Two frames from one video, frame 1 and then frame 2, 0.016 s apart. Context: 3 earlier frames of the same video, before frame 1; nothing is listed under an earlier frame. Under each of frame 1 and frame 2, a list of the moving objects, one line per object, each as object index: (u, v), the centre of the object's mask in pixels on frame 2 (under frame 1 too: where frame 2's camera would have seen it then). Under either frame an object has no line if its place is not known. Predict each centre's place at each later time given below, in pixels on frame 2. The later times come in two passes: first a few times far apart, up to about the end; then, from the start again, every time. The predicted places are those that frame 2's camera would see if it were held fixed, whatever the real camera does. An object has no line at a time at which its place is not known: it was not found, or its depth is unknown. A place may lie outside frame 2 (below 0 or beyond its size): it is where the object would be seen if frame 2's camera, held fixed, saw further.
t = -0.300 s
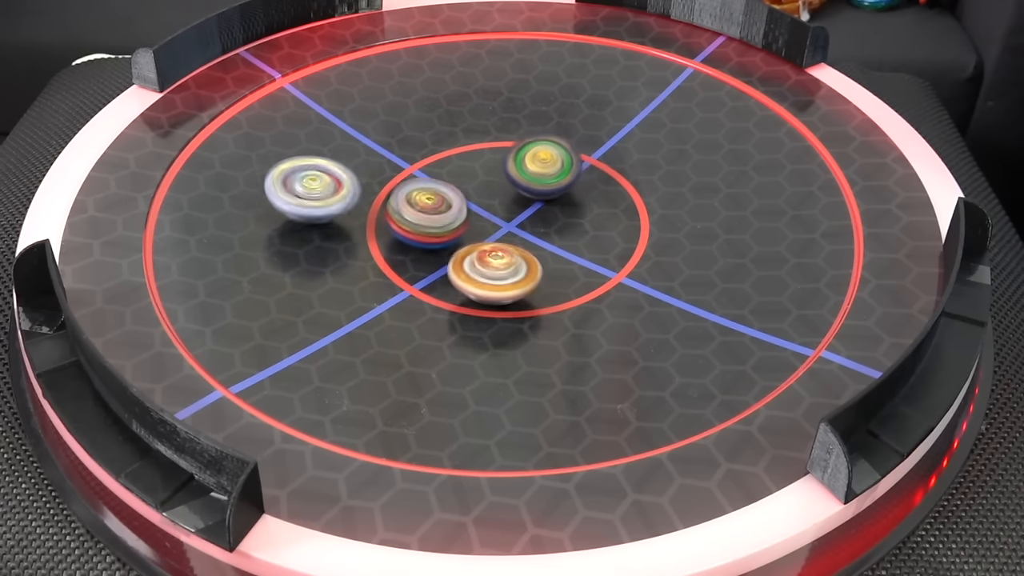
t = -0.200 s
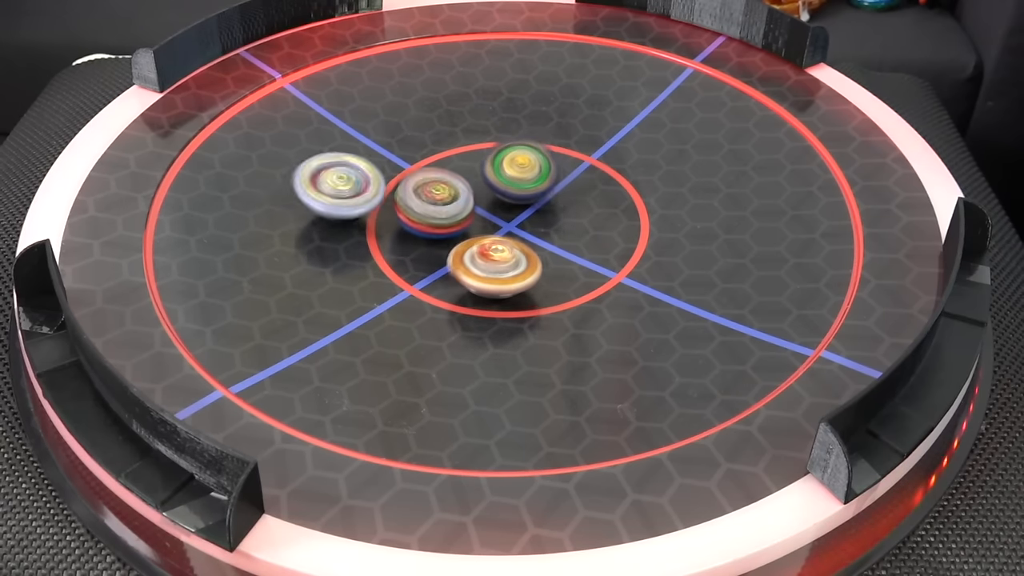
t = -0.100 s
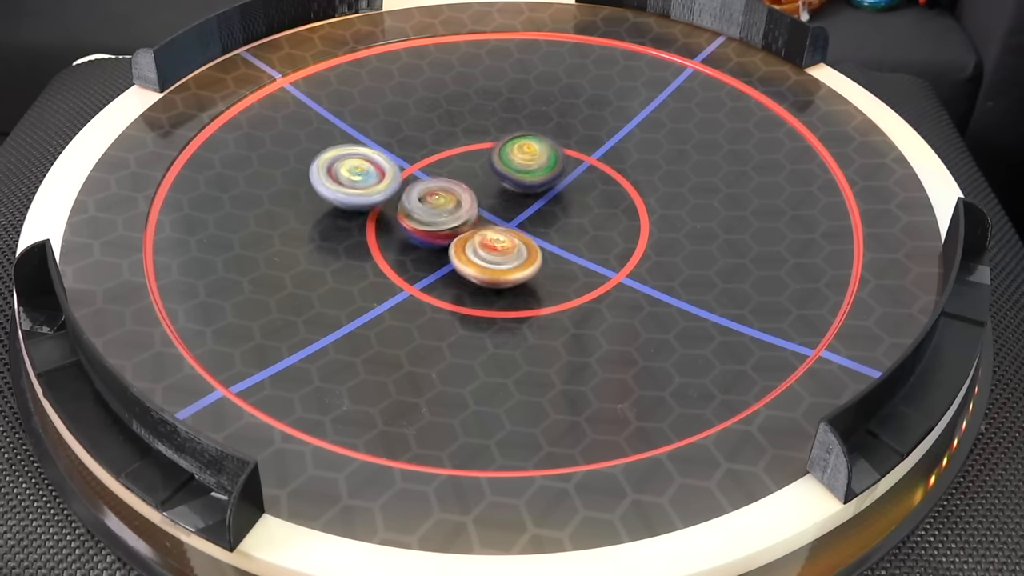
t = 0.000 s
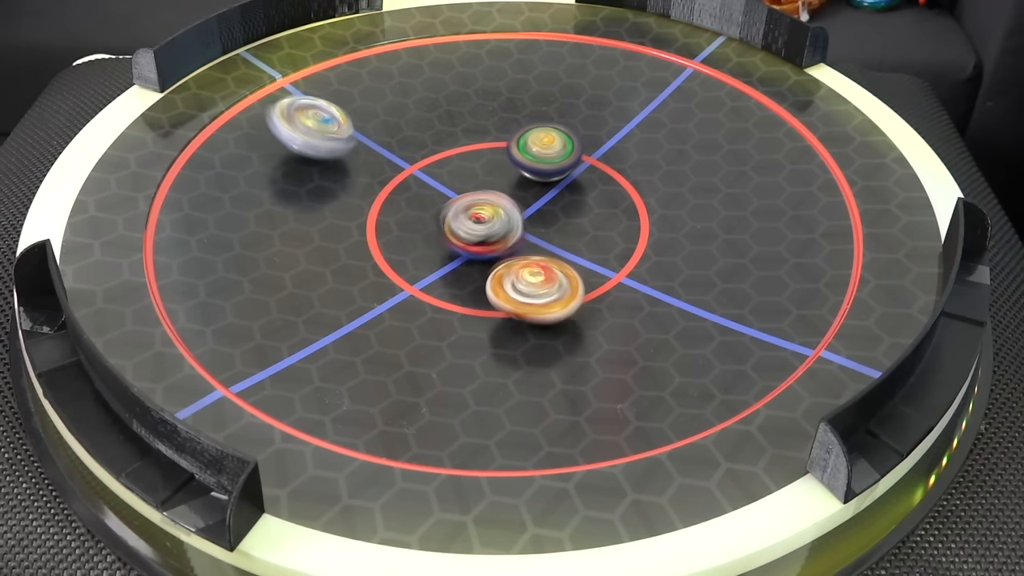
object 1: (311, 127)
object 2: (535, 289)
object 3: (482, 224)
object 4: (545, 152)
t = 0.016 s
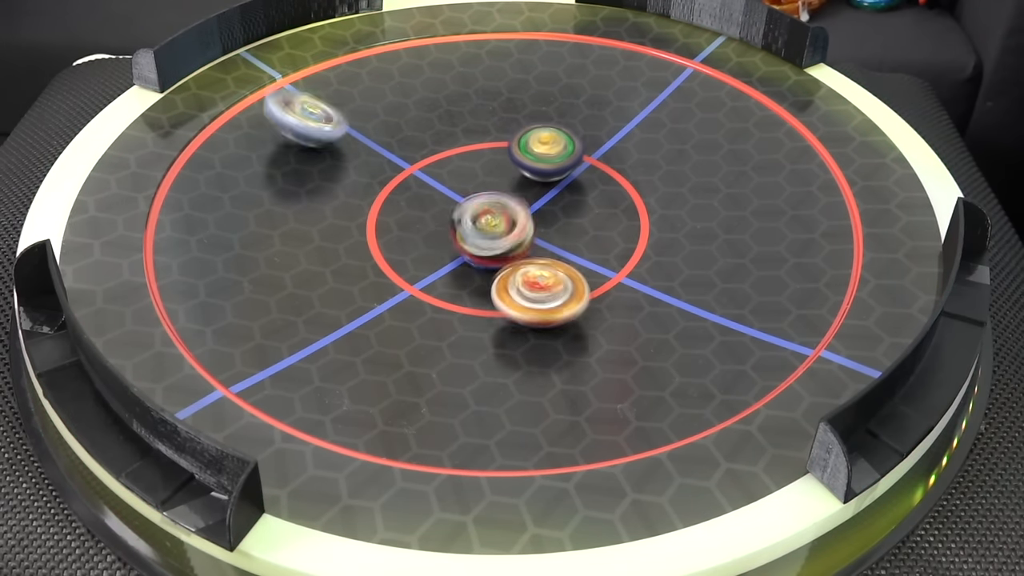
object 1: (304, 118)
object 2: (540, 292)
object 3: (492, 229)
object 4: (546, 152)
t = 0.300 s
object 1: (287, 64)
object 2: (576, 306)
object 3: (590, 237)
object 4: (540, 176)
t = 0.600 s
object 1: (344, 77)
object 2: (583, 304)
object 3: (621, 247)
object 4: (531, 206)
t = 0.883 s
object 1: (519, 130)
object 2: (563, 299)
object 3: (648, 228)
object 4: (527, 229)
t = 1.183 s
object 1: (763, 161)
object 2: (563, 290)
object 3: (644, 205)
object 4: (511, 204)
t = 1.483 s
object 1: (834, 150)
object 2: (565, 268)
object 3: (620, 186)
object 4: (513, 187)
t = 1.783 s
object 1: (744, 181)
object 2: (556, 224)
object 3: (596, 167)
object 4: (507, 179)
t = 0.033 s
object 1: (298, 111)
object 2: (545, 295)
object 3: (502, 231)
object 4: (546, 152)
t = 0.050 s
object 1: (292, 102)
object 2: (548, 297)
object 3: (513, 233)
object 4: (546, 153)
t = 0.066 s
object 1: (287, 96)
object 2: (552, 299)
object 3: (520, 235)
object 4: (546, 154)
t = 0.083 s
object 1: (283, 89)
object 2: (556, 300)
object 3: (529, 236)
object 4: (545, 155)
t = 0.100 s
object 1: (280, 85)
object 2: (557, 300)
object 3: (537, 237)
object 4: (545, 156)
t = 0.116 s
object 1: (278, 80)
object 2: (561, 300)
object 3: (544, 237)
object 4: (544, 157)
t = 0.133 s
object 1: (277, 77)
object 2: (562, 300)
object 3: (552, 238)
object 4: (544, 159)
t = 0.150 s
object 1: (277, 74)
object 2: (564, 300)
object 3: (558, 238)
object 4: (544, 160)
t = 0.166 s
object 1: (277, 72)
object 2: (565, 302)
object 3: (564, 238)
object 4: (544, 161)
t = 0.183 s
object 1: (278, 71)
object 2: (567, 303)
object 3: (568, 238)
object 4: (544, 163)
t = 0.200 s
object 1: (279, 70)
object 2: (569, 304)
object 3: (572, 238)
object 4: (543, 165)
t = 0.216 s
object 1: (280, 69)
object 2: (570, 305)
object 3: (577, 237)
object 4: (542, 167)
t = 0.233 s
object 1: (281, 67)
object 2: (572, 305)
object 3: (581, 237)
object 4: (542, 168)
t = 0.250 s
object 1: (282, 67)
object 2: (573, 305)
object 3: (583, 237)
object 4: (542, 170)
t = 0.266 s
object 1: (283, 66)
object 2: (574, 305)
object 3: (586, 237)
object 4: (542, 172)
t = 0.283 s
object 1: (285, 66)
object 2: (576, 306)
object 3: (588, 237)
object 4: (540, 173)
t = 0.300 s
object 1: (287, 64)
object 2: (576, 306)
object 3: (590, 237)
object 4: (540, 176)
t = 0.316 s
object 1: (289, 64)
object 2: (577, 306)
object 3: (593, 237)
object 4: (540, 177)
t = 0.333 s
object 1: (291, 64)
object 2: (577, 306)
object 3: (595, 238)
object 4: (539, 179)
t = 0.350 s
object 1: (293, 63)
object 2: (578, 306)
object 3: (598, 239)
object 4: (538, 180)
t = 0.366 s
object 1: (295, 64)
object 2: (580, 306)
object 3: (599, 239)
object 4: (538, 182)
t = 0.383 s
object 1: (298, 64)
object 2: (579, 306)
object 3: (601, 239)
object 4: (537, 184)
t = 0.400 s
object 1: (300, 64)
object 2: (581, 306)
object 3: (604, 240)
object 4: (537, 186)
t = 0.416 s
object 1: (303, 65)
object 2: (580, 306)
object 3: (606, 240)
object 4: (536, 188)
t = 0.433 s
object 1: (305, 65)
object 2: (581, 305)
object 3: (607, 240)
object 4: (536, 189)
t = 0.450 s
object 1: (307, 66)
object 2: (582, 306)
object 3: (609, 241)
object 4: (536, 191)
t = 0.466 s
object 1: (310, 66)
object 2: (582, 305)
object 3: (611, 241)
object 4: (535, 193)
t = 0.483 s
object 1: (312, 67)
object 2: (583, 305)
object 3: (612, 242)
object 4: (535, 194)
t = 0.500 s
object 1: (316, 67)
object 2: (582, 305)
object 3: (614, 243)
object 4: (534, 196)
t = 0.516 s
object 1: (319, 68)
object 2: (583, 305)
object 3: (615, 243)
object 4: (534, 198)
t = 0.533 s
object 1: (323, 71)
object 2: (584, 305)
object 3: (617, 244)
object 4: (533, 199)
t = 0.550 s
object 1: (328, 71)
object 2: (584, 304)
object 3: (618, 245)
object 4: (533, 201)
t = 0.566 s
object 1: (332, 74)
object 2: (584, 304)
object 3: (618, 245)
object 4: (532, 202)
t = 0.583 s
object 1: (339, 75)
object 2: (584, 304)
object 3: (620, 246)
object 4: (532, 204)
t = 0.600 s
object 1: (344, 77)
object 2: (583, 304)
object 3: (621, 247)
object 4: (531, 206)
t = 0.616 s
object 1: (352, 80)
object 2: (580, 306)
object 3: (625, 247)
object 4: (531, 207)
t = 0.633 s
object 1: (358, 82)
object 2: (577, 308)
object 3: (627, 246)
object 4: (530, 209)
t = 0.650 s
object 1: (366, 85)
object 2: (574, 308)
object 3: (629, 245)
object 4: (530, 210)
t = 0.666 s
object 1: (374, 87)
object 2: (571, 309)
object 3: (633, 244)
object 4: (530, 212)
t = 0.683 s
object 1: (382, 92)
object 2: (569, 309)
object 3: (634, 241)
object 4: (529, 213)
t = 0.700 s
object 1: (391, 93)
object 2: (569, 309)
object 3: (635, 240)
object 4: (529, 214)
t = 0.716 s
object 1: (401, 97)
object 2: (568, 308)
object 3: (637, 239)
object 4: (528, 216)
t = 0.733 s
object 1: (410, 99)
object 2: (568, 307)
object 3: (639, 238)
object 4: (529, 217)
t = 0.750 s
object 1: (421, 104)
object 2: (567, 307)
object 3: (640, 237)
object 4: (528, 219)
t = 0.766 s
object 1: (431, 106)
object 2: (567, 306)
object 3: (641, 236)
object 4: (528, 220)
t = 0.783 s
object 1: (442, 111)
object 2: (567, 306)
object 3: (643, 235)
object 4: (528, 221)
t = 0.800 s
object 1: (455, 113)
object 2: (566, 305)
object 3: (644, 234)
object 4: (528, 223)
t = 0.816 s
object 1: (467, 117)
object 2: (566, 304)
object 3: (644, 233)
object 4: (527, 224)
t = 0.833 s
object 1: (478, 120)
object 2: (564, 303)
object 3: (645, 231)
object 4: (527, 225)
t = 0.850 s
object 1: (492, 124)
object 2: (565, 302)
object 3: (647, 230)
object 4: (527, 226)
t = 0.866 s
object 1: (505, 127)
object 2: (565, 301)
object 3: (648, 229)
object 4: (527, 227)
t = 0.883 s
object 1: (519, 130)
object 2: (563, 299)
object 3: (648, 228)
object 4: (527, 229)
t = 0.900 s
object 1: (532, 134)
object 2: (562, 297)
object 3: (649, 226)
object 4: (527, 230)
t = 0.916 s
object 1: (545, 136)
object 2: (561, 296)
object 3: (650, 225)
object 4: (527, 231)
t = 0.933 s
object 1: (558, 140)
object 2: (561, 294)
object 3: (651, 224)
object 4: (528, 232)
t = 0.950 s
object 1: (573, 142)
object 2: (561, 293)
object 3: (651, 222)
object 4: (528, 232)
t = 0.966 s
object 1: (587, 146)
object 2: (559, 290)
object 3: (651, 221)
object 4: (527, 233)
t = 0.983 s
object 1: (600, 147)
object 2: (559, 288)
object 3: (651, 220)
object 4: (527, 233)
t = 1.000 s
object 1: (615, 150)
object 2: (558, 287)
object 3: (652, 219)
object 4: (527, 233)
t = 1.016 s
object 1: (628, 150)
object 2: (559, 287)
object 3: (651, 218)
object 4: (526, 232)
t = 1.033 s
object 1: (644, 151)
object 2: (561, 289)
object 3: (651, 217)
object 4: (525, 230)
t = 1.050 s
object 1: (657, 153)
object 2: (561, 291)
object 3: (651, 216)
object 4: (522, 225)
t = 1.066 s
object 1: (672, 153)
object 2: (562, 291)
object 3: (650, 214)
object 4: (520, 221)
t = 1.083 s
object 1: (688, 156)
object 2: (563, 292)
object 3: (649, 213)
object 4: (519, 218)
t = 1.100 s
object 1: (699, 158)
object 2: (563, 291)
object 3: (648, 211)
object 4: (516, 215)
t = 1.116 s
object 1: (713, 160)
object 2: (563, 291)
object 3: (648, 210)
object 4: (514, 212)
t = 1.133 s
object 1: (726, 161)
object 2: (563, 291)
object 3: (647, 209)
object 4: (513, 209)
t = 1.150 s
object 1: (739, 161)
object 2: (564, 291)
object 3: (645, 208)
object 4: (513, 207)
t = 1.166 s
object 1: (752, 160)
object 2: (564, 290)
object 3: (645, 206)
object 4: (511, 205)
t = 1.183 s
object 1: (763, 161)
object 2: (563, 290)
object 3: (644, 205)
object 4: (511, 204)
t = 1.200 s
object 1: (774, 160)
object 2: (564, 289)
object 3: (643, 204)
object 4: (511, 203)
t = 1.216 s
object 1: (786, 159)
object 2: (565, 289)
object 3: (641, 203)
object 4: (511, 202)
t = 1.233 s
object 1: (796, 159)
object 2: (564, 288)
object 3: (640, 202)
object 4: (511, 201)
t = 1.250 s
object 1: (805, 158)
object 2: (565, 287)
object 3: (639, 201)
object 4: (512, 200)
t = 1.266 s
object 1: (815, 157)
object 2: (564, 287)
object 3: (637, 200)
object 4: (512, 199)
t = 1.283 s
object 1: (823, 156)
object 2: (565, 286)
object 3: (636, 199)
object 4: (512, 198)
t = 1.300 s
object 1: (829, 153)
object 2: (566, 285)
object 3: (635, 198)
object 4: (512, 197)
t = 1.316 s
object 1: (834, 151)
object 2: (564, 284)
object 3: (633, 197)
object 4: (512, 196)
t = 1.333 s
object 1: (839, 150)
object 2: (565, 282)
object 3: (632, 196)
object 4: (513, 195)
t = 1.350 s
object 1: (841, 150)
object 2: (566, 282)
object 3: (630, 194)
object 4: (513, 194)
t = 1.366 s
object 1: (840, 150)
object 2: (564, 280)
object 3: (629, 194)
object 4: (513, 193)
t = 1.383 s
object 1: (840, 150)
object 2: (565, 278)
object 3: (628, 192)
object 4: (513, 192)
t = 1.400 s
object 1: (840, 150)
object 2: (565, 277)
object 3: (626, 192)
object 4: (513, 191)
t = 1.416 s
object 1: (839, 150)
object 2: (565, 275)
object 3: (625, 191)
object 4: (513, 191)
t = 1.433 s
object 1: (838, 150)
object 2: (565, 273)
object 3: (623, 189)
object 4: (513, 190)
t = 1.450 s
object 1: (837, 149)
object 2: (564, 272)
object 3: (622, 188)
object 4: (513, 189)
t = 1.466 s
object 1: (836, 149)
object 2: (565, 269)
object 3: (621, 187)
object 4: (513, 188)
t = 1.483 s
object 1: (834, 150)
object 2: (565, 268)
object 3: (620, 186)
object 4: (513, 187)
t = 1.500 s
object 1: (832, 149)
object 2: (564, 265)
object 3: (617, 185)
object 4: (513, 187)
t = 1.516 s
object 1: (832, 148)
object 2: (564, 263)
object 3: (616, 184)
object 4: (513, 186)
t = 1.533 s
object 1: (831, 148)
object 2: (564, 261)
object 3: (615, 183)
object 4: (512, 185)
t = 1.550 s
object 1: (830, 149)
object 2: (565, 259)
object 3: (614, 182)
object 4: (512, 184)
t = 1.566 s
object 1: (830, 150)
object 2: (564, 256)
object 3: (612, 181)
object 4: (512, 184)
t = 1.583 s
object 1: (828, 150)
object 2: (563, 253)
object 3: (611, 179)
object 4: (512, 183)
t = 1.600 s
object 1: (826, 151)
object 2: (564, 251)
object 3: (610, 179)
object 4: (511, 182)
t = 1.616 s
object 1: (820, 153)
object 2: (564, 249)
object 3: (609, 178)
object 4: (511, 182)
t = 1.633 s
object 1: (816, 155)
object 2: (562, 246)
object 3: (607, 176)
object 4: (511, 182)
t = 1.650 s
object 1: (810, 156)
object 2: (562, 243)
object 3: (606, 175)
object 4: (511, 181)
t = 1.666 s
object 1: (804, 159)
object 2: (561, 242)
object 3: (605, 174)
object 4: (511, 181)
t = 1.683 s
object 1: (797, 161)
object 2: (562, 239)
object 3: (604, 174)
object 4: (510, 181)
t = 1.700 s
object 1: (789, 164)
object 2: (561, 236)
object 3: (601, 172)
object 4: (510, 180)
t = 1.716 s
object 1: (781, 167)
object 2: (559, 234)
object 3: (600, 171)
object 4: (509, 180)
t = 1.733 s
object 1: (772, 171)
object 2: (559, 232)
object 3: (600, 170)
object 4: (509, 180)
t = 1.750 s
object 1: (763, 174)
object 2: (559, 229)
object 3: (599, 169)
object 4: (509, 180)
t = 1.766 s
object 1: (753, 178)
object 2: (557, 227)
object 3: (597, 168)
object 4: (508, 179)
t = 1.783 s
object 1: (744, 181)
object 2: (556, 224)
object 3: (596, 167)
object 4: (507, 179)
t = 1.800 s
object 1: (734, 185)
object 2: (556, 222)
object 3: (596, 166)
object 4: (506, 179)
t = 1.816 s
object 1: (724, 190)
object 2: (561, 224)
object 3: (595, 164)
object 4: (500, 175)
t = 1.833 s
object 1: (714, 194)
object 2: (571, 229)
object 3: (593, 164)
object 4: (491, 168)
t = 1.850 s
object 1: (703, 199)
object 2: (577, 232)
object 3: (592, 162)
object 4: (483, 162)
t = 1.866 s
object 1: (694, 204)
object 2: (582, 234)
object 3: (591, 161)
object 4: (477, 157)
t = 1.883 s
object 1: (686, 209)
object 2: (587, 237)
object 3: (591, 160)
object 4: (470, 153)
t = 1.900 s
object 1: (677, 214)
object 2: (590, 239)
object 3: (588, 159)
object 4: (465, 148)
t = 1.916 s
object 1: (672, 218)
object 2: (585, 241)
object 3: (588, 158)
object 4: (461, 145)
